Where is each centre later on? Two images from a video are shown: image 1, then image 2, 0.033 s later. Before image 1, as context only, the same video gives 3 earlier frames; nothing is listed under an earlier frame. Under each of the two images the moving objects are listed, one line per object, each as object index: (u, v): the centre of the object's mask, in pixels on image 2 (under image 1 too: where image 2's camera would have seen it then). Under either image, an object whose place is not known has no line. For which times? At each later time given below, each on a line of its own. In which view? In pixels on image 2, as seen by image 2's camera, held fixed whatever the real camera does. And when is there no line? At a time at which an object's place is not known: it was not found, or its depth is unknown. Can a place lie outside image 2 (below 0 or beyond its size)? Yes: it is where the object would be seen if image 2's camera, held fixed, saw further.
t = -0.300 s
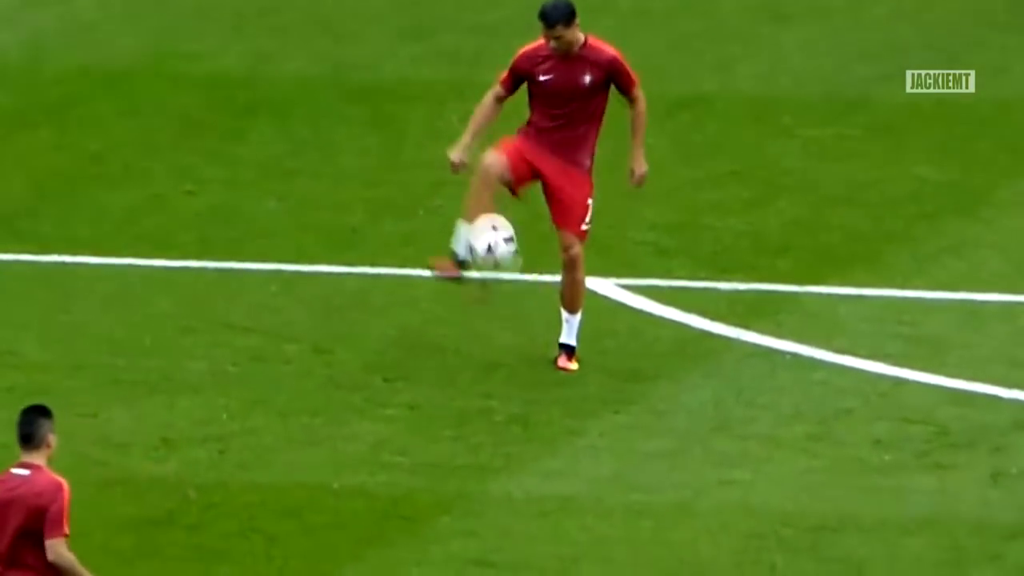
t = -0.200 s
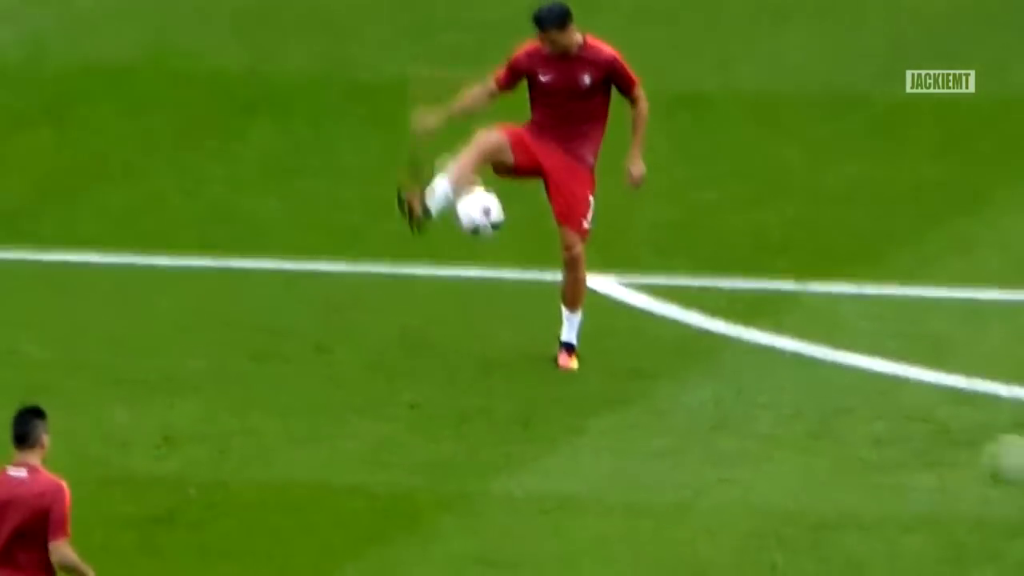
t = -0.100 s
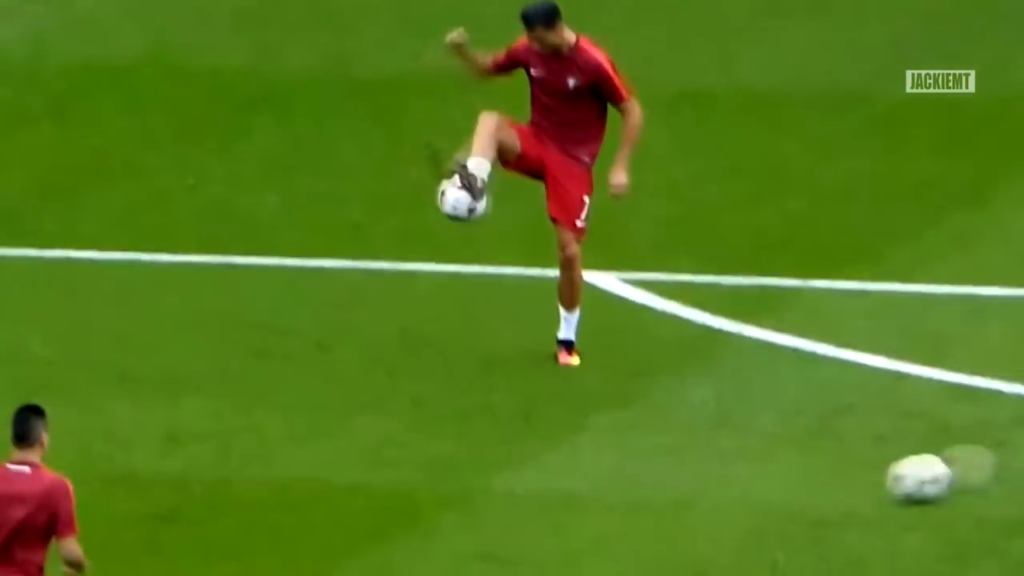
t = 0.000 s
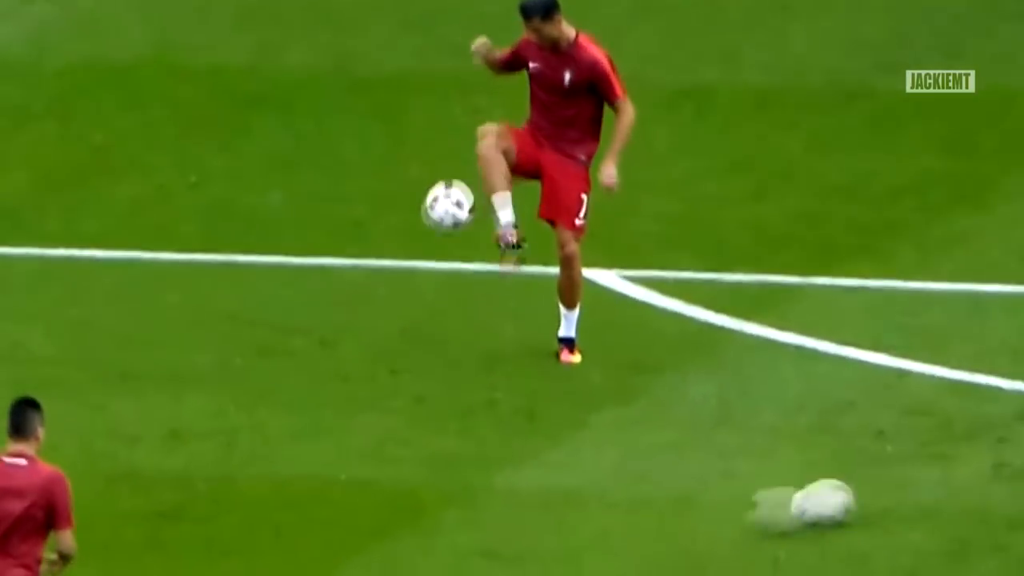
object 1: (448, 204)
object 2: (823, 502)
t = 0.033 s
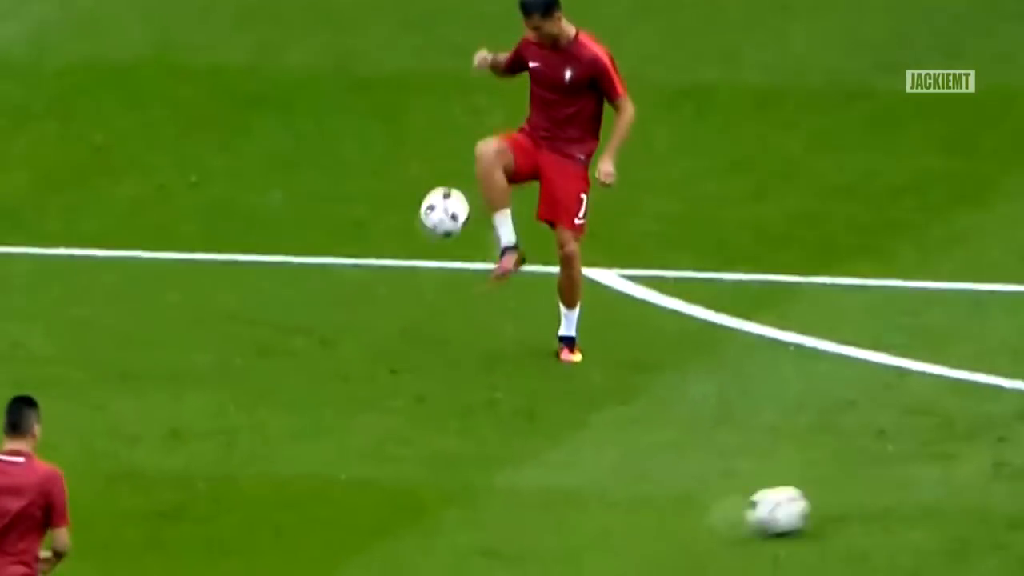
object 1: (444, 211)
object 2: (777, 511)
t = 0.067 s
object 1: (438, 222)
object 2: (735, 519)
